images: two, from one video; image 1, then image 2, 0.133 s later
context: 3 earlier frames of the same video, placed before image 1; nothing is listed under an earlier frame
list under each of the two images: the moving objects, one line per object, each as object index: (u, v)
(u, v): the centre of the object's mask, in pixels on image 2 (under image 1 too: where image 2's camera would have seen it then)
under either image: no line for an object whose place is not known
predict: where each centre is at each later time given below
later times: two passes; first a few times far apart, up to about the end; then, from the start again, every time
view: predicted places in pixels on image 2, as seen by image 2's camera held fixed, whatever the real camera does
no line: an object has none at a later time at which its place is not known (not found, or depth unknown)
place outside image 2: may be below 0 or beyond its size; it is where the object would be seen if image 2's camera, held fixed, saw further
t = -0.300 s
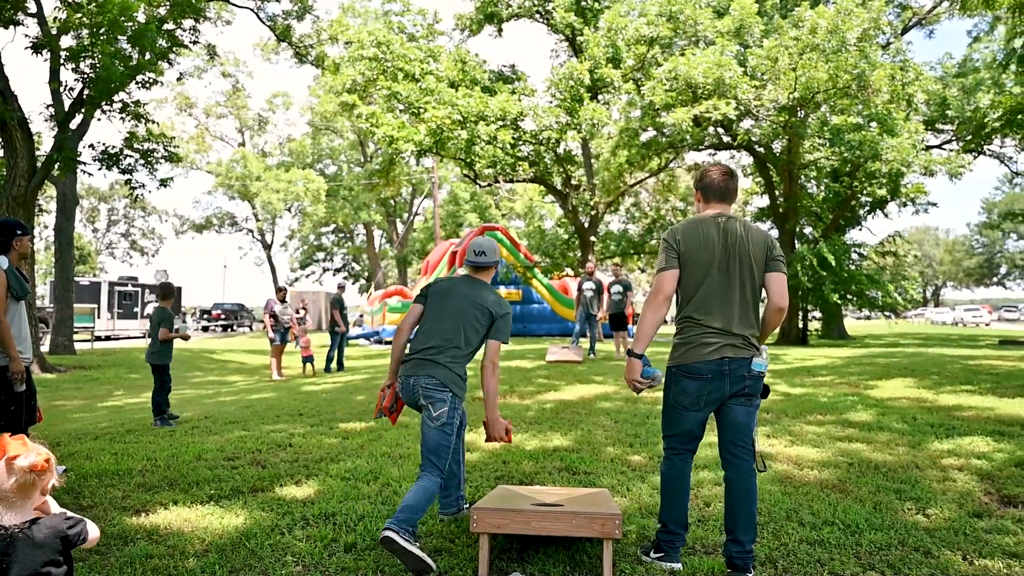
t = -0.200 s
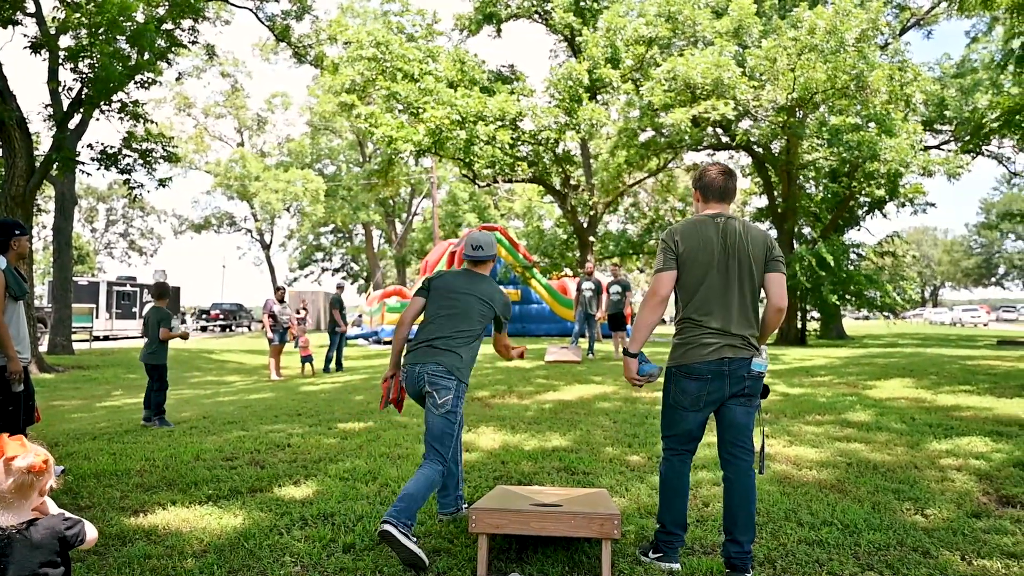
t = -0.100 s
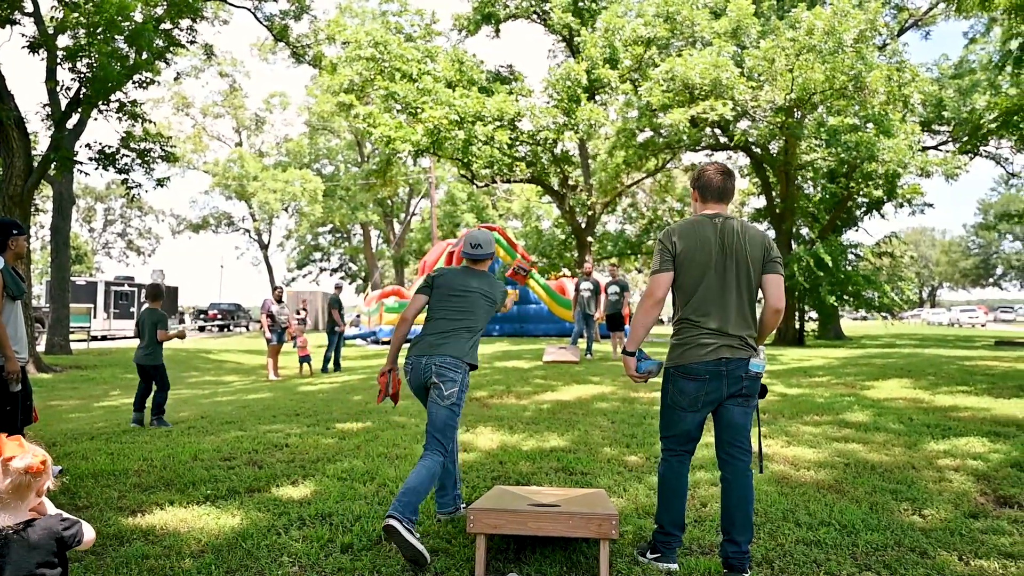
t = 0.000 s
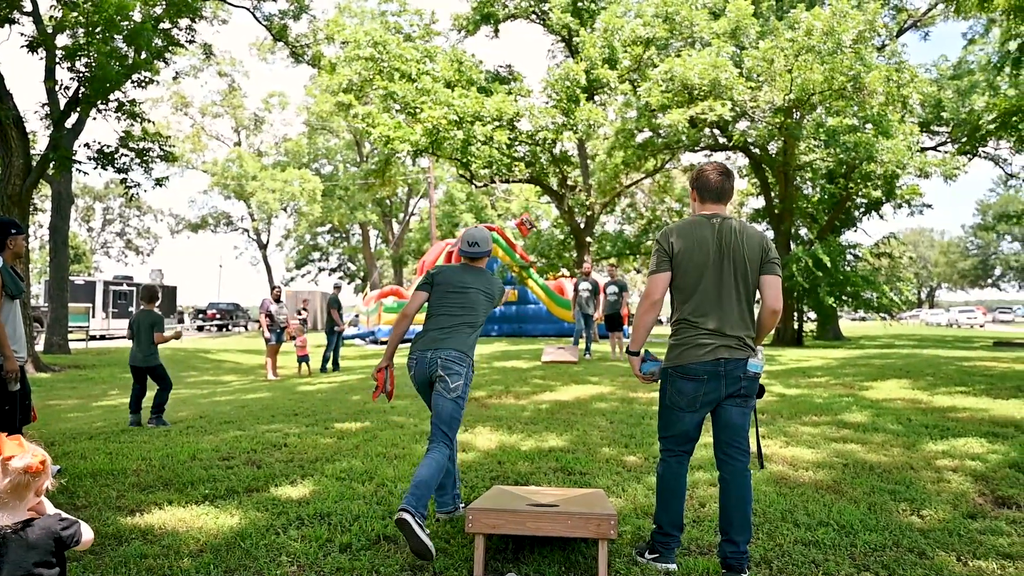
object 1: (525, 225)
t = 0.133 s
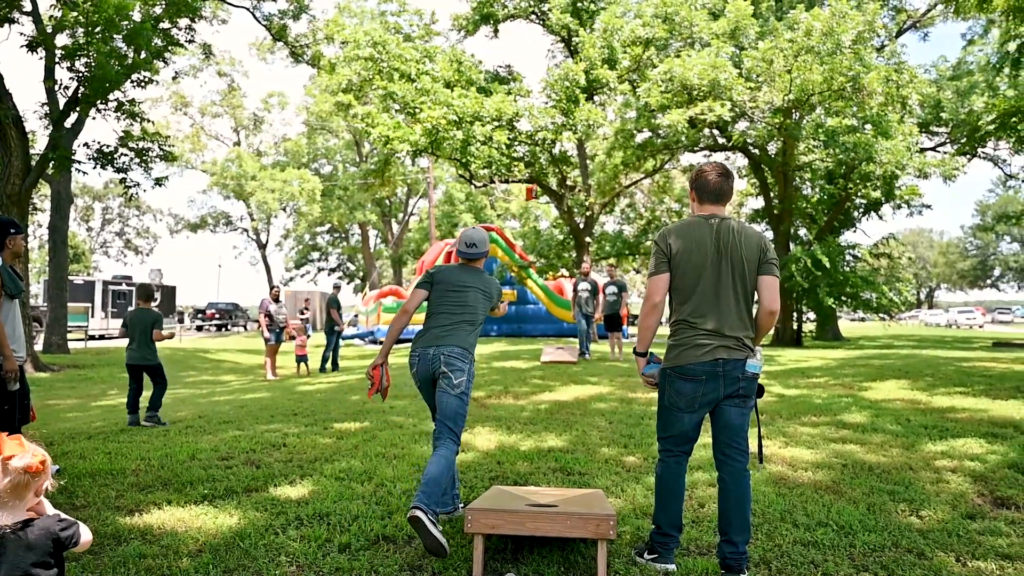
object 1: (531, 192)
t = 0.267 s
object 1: (538, 184)
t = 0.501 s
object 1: (548, 208)
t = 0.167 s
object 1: (533, 189)
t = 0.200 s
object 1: (535, 186)
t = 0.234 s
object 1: (536, 184)
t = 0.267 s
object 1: (538, 184)
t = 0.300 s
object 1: (540, 185)
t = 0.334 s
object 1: (541, 187)
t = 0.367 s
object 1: (543, 189)
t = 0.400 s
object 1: (544, 193)
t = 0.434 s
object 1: (546, 197)
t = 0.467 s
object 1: (547, 202)
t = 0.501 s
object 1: (548, 208)
